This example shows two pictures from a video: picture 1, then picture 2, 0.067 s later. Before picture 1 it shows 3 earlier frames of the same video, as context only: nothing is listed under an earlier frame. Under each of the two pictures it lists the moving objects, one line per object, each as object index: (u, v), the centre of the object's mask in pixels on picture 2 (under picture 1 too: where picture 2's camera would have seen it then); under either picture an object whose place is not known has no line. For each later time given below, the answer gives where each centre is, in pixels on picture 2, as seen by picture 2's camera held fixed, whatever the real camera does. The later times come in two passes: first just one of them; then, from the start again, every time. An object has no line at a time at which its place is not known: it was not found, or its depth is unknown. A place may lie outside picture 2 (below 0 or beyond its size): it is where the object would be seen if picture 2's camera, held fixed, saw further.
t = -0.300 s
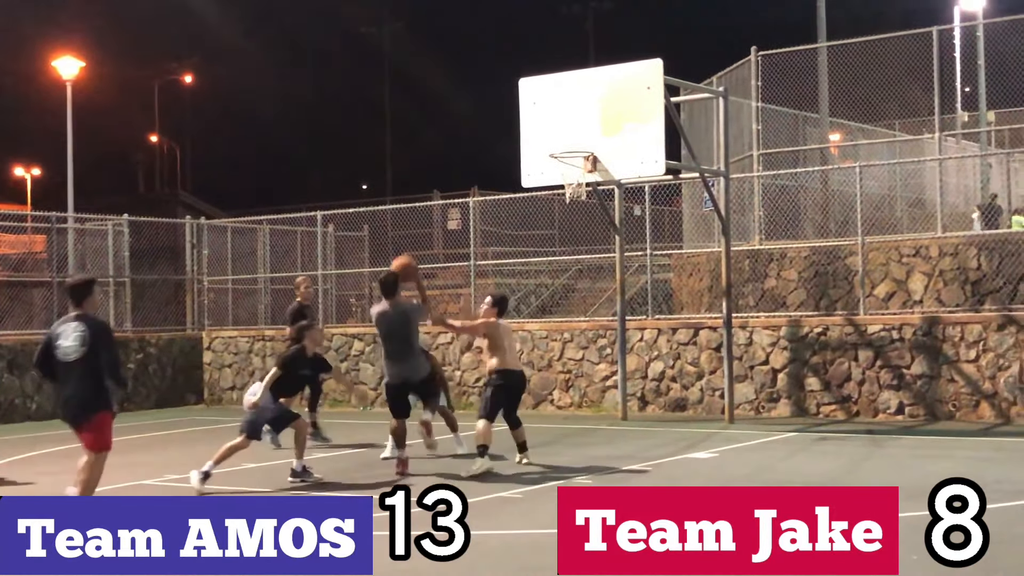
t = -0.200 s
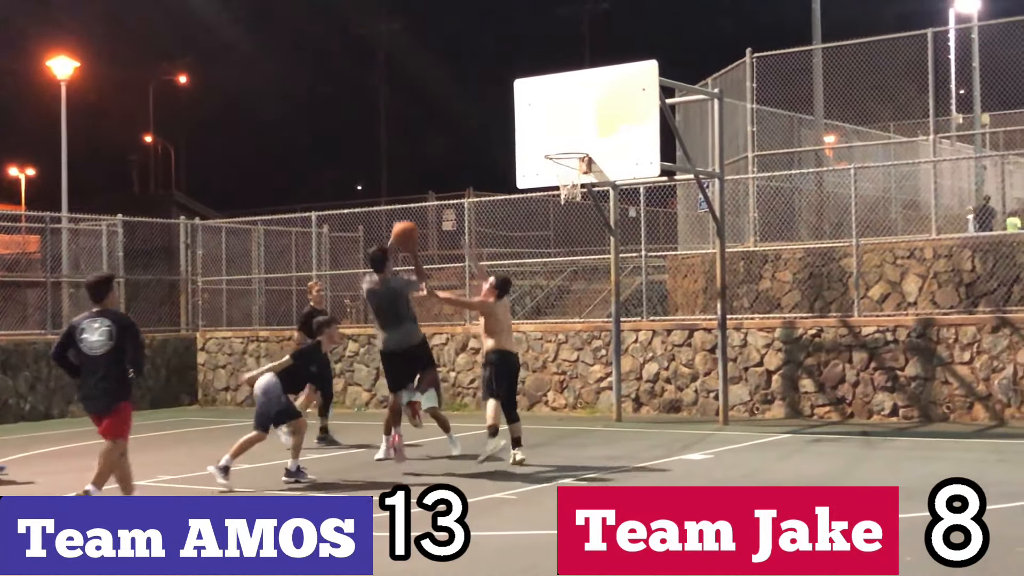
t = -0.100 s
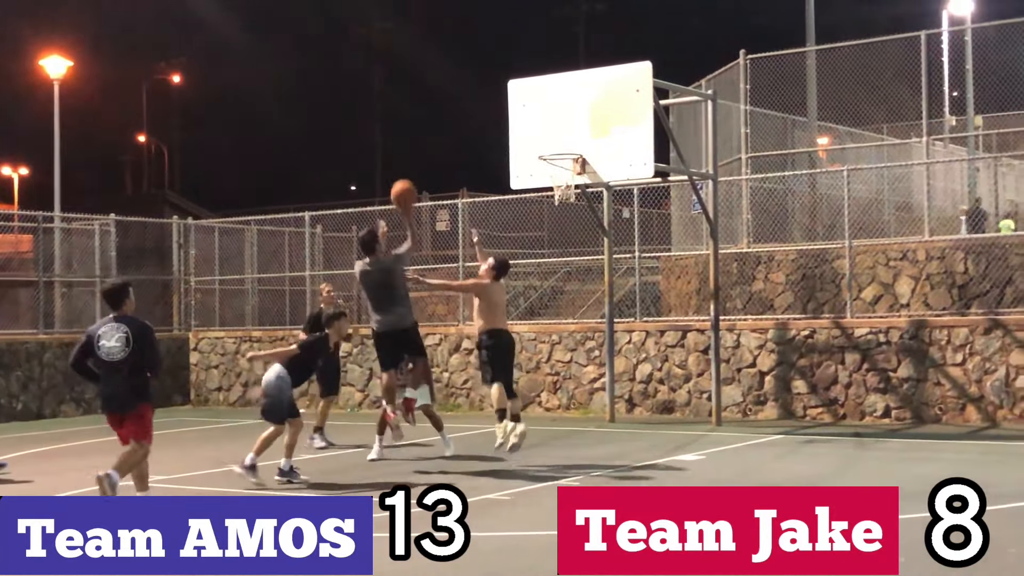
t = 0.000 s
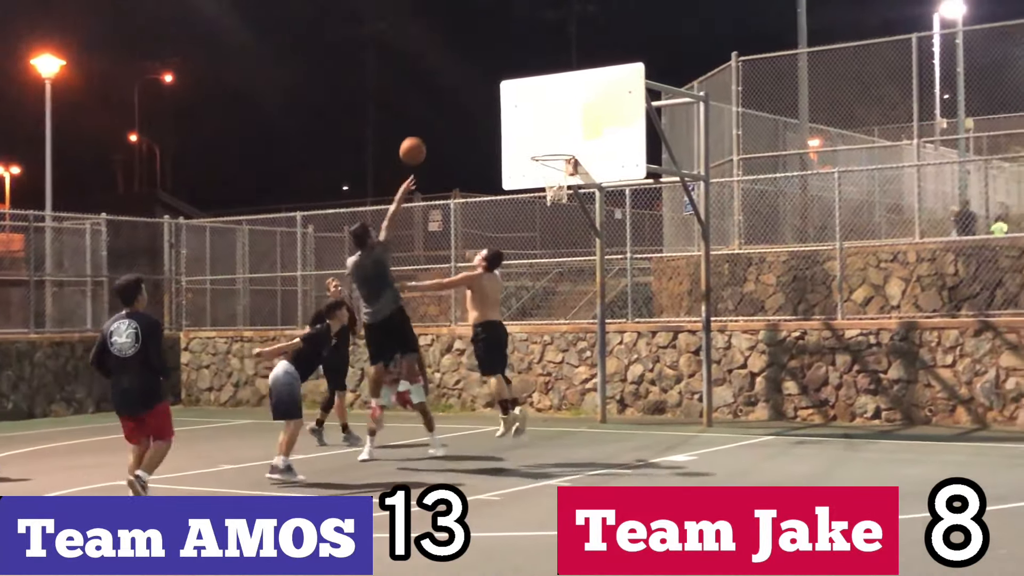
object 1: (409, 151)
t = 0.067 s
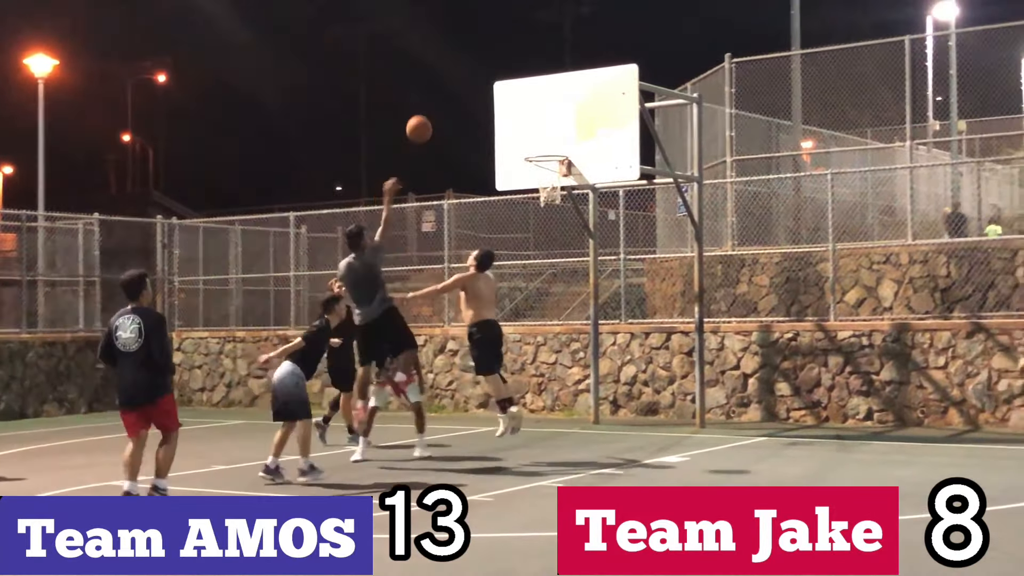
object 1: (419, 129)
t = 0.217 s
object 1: (440, 100)
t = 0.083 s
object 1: (421, 125)
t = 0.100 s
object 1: (423, 120)
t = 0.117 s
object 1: (426, 116)
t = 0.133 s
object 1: (429, 113)
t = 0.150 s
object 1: (431, 110)
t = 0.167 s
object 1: (433, 107)
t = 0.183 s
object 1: (435, 104)
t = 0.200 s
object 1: (438, 102)
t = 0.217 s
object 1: (440, 100)
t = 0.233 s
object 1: (442, 98)
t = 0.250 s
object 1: (444, 97)
